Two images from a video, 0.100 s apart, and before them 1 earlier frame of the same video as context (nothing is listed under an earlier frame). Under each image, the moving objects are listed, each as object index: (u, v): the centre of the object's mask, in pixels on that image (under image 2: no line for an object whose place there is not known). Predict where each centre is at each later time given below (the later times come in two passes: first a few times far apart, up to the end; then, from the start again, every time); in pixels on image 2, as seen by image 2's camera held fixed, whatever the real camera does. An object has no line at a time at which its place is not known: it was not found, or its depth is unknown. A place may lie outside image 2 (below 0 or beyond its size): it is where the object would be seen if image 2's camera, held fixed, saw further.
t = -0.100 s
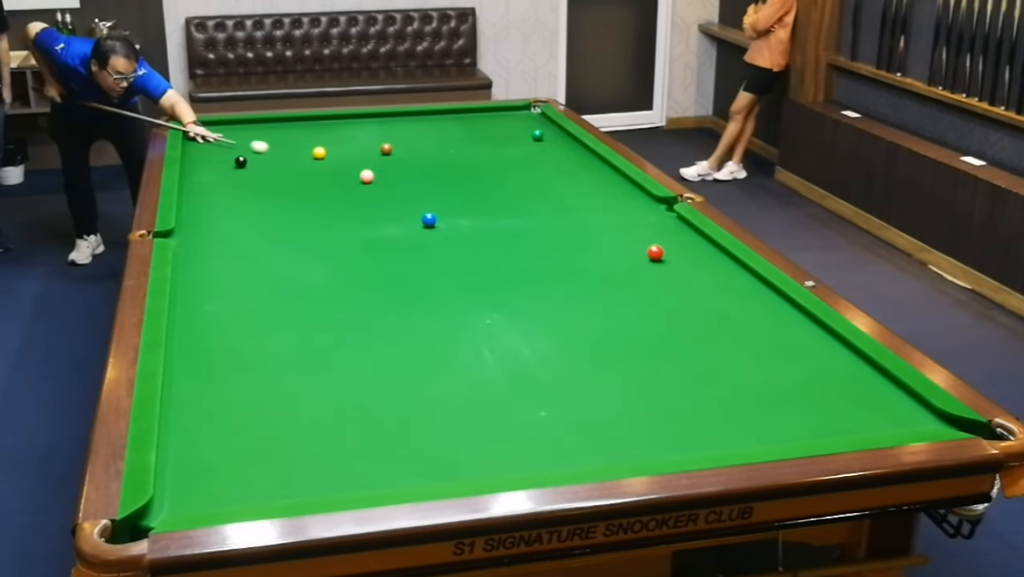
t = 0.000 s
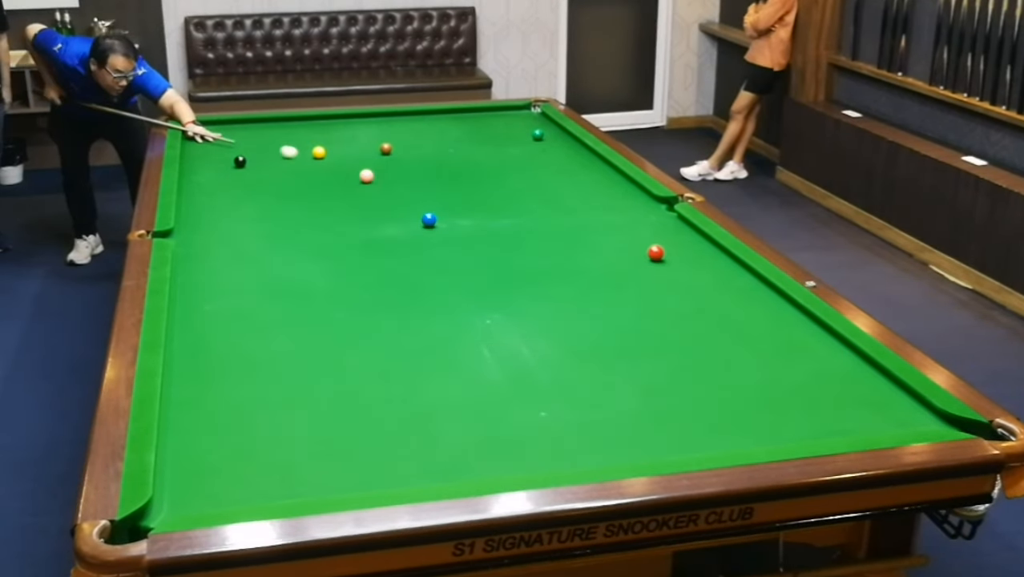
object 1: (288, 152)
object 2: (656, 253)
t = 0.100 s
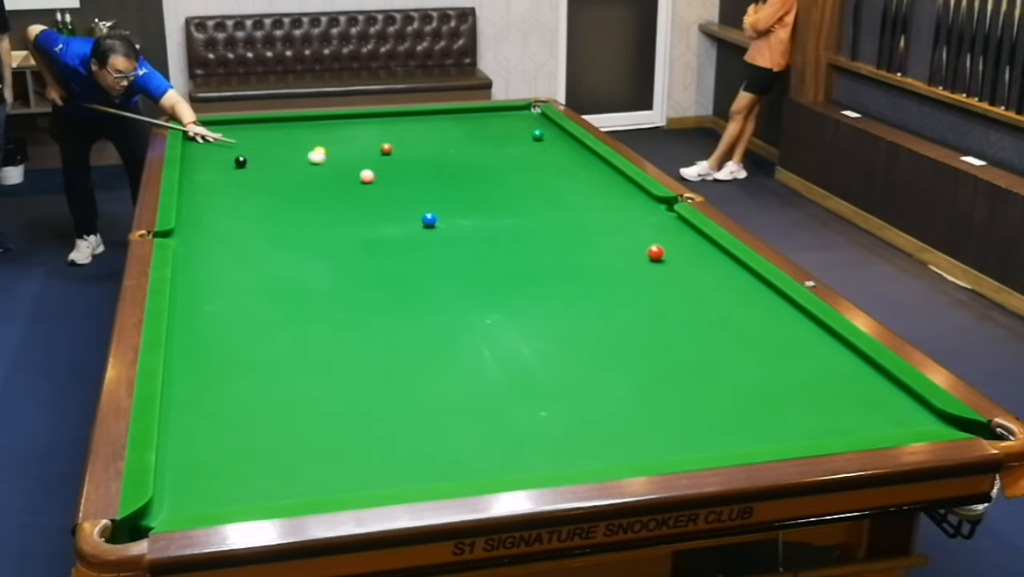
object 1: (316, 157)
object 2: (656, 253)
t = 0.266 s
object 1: (360, 165)
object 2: (656, 253)
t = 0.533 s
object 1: (437, 180)
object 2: (656, 253)
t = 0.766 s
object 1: (508, 193)
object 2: (655, 253)
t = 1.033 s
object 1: (595, 209)
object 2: (656, 253)
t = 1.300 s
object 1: (687, 226)
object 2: (656, 253)
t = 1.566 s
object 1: (665, 245)
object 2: (655, 253)
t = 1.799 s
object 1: (664, 253)
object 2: (638, 265)
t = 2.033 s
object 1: (664, 258)
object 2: (620, 276)
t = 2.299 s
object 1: (664, 264)
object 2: (600, 289)
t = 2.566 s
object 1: (664, 269)
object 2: (579, 302)
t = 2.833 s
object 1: (664, 273)
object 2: (559, 316)
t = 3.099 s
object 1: (663, 276)
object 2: (538, 329)
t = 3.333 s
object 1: (663, 279)
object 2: (520, 340)
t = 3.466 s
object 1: (663, 281)
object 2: (509, 347)
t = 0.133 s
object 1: (326, 159)
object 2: (656, 253)
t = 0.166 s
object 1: (334, 161)
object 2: (656, 253)
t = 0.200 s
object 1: (343, 162)
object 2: (656, 253)
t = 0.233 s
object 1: (352, 164)
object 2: (656, 253)
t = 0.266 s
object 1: (360, 165)
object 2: (656, 253)
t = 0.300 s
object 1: (371, 166)
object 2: (656, 253)
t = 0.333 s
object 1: (380, 169)
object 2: (656, 253)
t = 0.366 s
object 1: (389, 171)
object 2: (656, 253)
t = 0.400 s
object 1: (399, 173)
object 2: (656, 253)
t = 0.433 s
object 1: (408, 175)
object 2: (656, 253)
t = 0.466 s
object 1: (418, 176)
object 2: (656, 253)
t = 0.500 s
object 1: (427, 178)
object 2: (656, 253)
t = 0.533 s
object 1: (437, 180)
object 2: (656, 253)
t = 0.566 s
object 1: (447, 182)
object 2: (656, 253)
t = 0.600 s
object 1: (457, 184)
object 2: (656, 253)
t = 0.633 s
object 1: (467, 185)
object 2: (655, 253)
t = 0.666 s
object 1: (477, 187)
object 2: (655, 253)
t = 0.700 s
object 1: (487, 189)
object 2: (655, 253)
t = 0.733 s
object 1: (498, 191)
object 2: (655, 253)
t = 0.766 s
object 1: (508, 193)
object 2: (655, 253)
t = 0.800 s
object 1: (518, 195)
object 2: (655, 253)
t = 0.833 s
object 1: (529, 197)
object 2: (655, 253)
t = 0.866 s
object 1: (540, 199)
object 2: (656, 253)
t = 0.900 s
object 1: (550, 201)
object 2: (656, 253)
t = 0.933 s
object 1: (562, 203)
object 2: (655, 253)
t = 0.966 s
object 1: (572, 205)
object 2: (656, 253)
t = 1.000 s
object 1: (584, 207)
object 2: (656, 253)
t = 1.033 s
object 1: (595, 209)
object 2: (656, 253)
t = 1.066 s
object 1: (606, 211)
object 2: (656, 253)
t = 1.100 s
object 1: (618, 213)
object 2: (656, 253)
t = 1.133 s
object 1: (630, 215)
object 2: (656, 253)
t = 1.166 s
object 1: (641, 217)
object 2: (656, 253)
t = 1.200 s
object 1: (653, 220)
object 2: (656, 253)
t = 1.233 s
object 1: (665, 222)
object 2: (655, 253)
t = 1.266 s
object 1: (677, 224)
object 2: (656, 253)
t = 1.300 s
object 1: (687, 226)
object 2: (656, 253)
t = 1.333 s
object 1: (685, 229)
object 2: (655, 253)
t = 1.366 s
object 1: (681, 232)
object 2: (656, 253)
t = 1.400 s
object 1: (677, 234)
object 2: (656, 253)
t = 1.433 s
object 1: (675, 237)
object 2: (655, 253)
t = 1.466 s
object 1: (672, 239)
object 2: (655, 253)
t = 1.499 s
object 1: (669, 242)
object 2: (656, 253)
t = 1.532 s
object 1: (667, 244)
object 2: (655, 253)
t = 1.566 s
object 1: (665, 245)
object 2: (655, 253)
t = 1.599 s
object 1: (664, 247)
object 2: (654, 255)
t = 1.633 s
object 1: (664, 249)
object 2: (650, 256)
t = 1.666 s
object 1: (664, 250)
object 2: (648, 258)
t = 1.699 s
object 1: (664, 250)
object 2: (645, 260)
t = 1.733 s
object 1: (664, 251)
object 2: (643, 261)
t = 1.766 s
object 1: (664, 252)
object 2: (640, 263)
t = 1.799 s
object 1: (664, 253)
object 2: (638, 265)
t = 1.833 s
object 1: (664, 254)
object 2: (635, 266)
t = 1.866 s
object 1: (664, 254)
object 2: (633, 268)
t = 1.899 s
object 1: (664, 255)
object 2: (631, 270)
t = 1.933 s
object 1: (664, 256)
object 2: (628, 271)
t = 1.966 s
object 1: (664, 257)
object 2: (625, 273)
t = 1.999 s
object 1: (664, 257)
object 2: (623, 274)
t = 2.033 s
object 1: (664, 258)
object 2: (620, 276)
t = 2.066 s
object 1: (664, 259)
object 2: (618, 278)
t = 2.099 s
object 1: (664, 260)
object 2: (615, 279)
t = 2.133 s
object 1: (665, 260)
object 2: (613, 281)
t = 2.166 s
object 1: (664, 261)
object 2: (610, 283)
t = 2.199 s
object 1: (664, 262)
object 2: (608, 284)
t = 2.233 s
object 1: (664, 262)
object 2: (605, 286)
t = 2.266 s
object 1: (664, 263)
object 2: (602, 288)
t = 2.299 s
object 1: (664, 264)
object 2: (600, 289)
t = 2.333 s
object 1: (665, 264)
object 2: (597, 291)
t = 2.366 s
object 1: (665, 265)
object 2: (595, 293)
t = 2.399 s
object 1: (665, 266)
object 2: (592, 294)
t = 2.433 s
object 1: (665, 266)
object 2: (590, 296)
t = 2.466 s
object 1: (664, 267)
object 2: (587, 298)
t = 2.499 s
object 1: (665, 268)
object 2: (584, 299)
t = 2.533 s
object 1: (665, 268)
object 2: (582, 301)
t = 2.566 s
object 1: (664, 269)
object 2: (579, 302)
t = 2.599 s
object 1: (665, 269)
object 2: (577, 304)
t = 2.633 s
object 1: (664, 270)
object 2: (574, 306)
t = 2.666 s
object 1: (664, 270)
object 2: (572, 308)
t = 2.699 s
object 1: (664, 271)
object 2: (569, 309)
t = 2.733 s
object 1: (664, 272)
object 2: (566, 311)
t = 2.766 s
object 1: (664, 272)
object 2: (564, 312)
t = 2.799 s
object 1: (664, 273)
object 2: (561, 314)
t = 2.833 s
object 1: (664, 273)
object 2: (559, 316)
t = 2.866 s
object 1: (664, 274)
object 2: (556, 318)
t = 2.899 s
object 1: (664, 274)
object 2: (553, 319)
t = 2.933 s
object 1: (664, 275)
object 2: (551, 321)
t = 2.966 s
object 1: (664, 275)
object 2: (548, 322)
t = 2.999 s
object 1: (664, 276)
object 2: (546, 324)
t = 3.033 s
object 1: (664, 276)
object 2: (543, 326)
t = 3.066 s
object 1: (663, 276)
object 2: (541, 327)
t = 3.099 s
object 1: (663, 276)
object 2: (538, 329)
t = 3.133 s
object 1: (663, 277)
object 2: (535, 330)
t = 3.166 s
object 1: (663, 277)
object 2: (533, 332)
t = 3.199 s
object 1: (663, 278)
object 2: (530, 334)
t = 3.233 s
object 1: (663, 278)
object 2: (527, 335)
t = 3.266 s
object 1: (663, 279)
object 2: (525, 337)
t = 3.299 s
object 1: (663, 279)
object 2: (522, 339)
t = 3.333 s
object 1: (663, 279)
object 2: (520, 340)
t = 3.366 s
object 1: (663, 280)
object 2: (517, 342)
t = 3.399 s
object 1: (663, 280)
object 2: (514, 344)
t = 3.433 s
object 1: (663, 280)
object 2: (512, 345)
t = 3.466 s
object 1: (663, 281)
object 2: (509, 347)
